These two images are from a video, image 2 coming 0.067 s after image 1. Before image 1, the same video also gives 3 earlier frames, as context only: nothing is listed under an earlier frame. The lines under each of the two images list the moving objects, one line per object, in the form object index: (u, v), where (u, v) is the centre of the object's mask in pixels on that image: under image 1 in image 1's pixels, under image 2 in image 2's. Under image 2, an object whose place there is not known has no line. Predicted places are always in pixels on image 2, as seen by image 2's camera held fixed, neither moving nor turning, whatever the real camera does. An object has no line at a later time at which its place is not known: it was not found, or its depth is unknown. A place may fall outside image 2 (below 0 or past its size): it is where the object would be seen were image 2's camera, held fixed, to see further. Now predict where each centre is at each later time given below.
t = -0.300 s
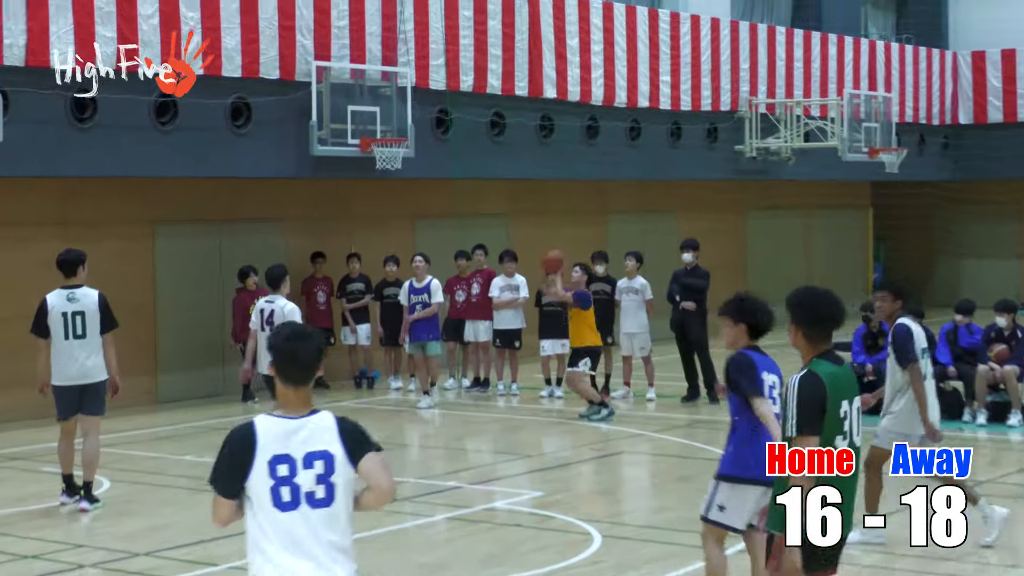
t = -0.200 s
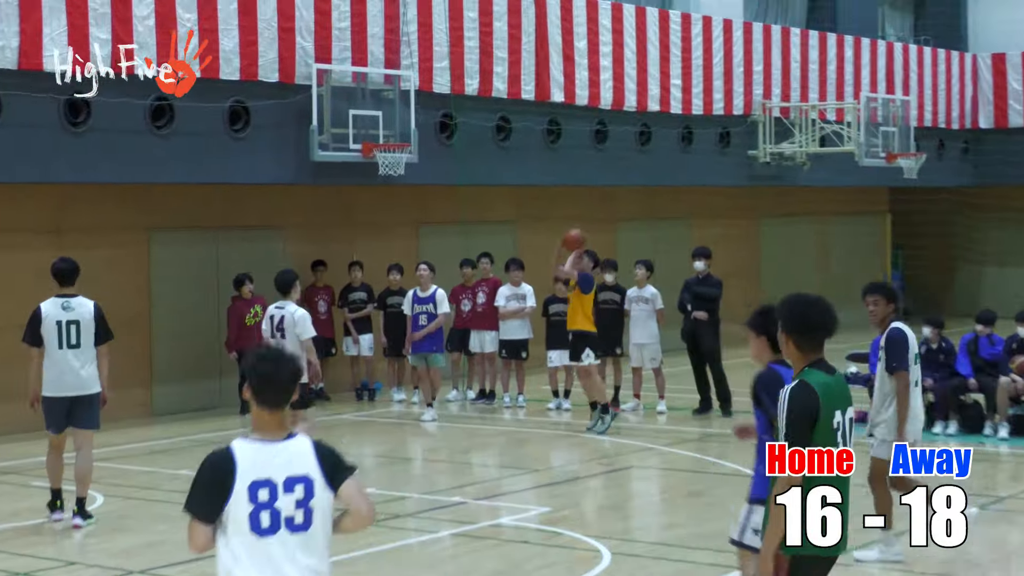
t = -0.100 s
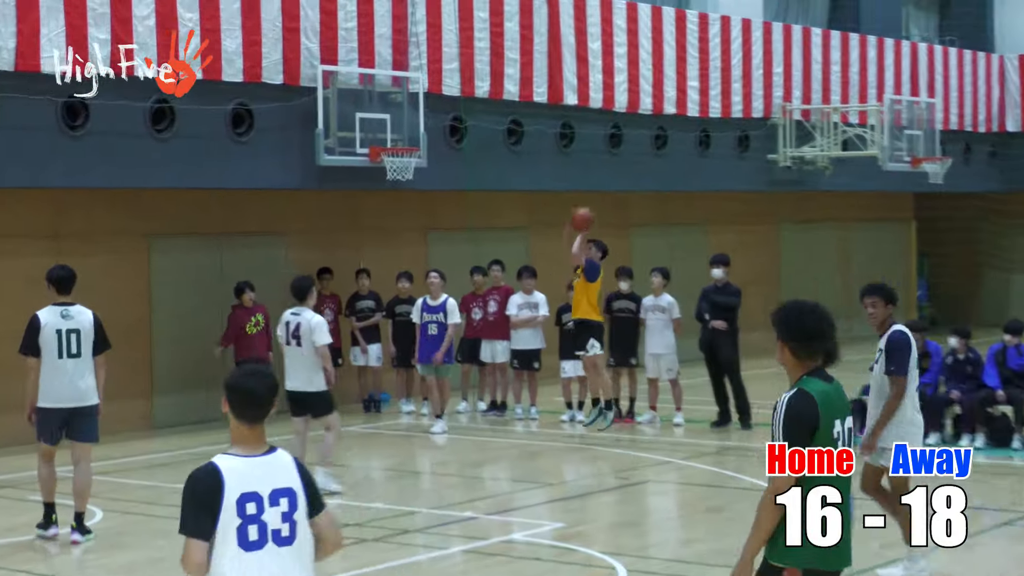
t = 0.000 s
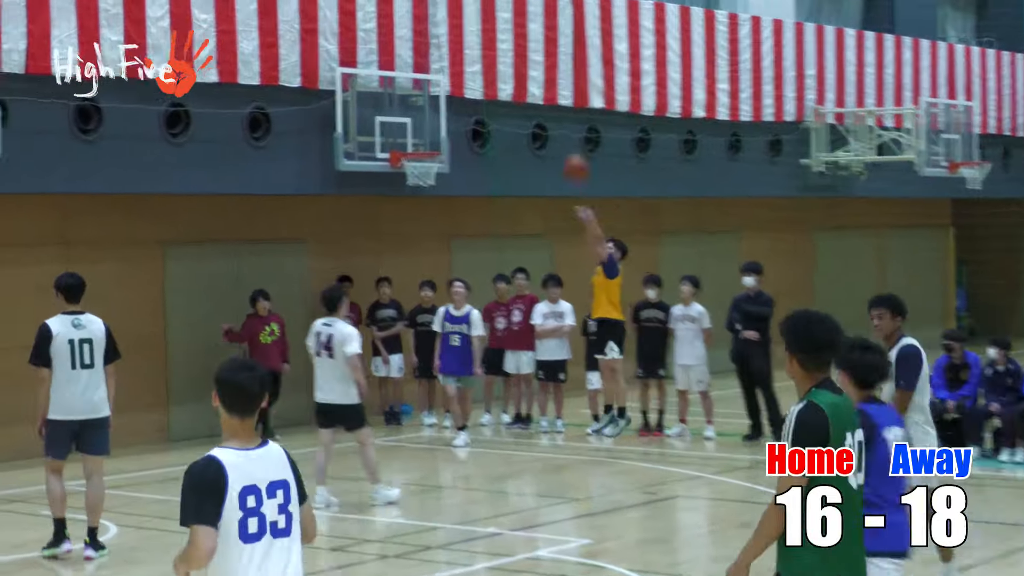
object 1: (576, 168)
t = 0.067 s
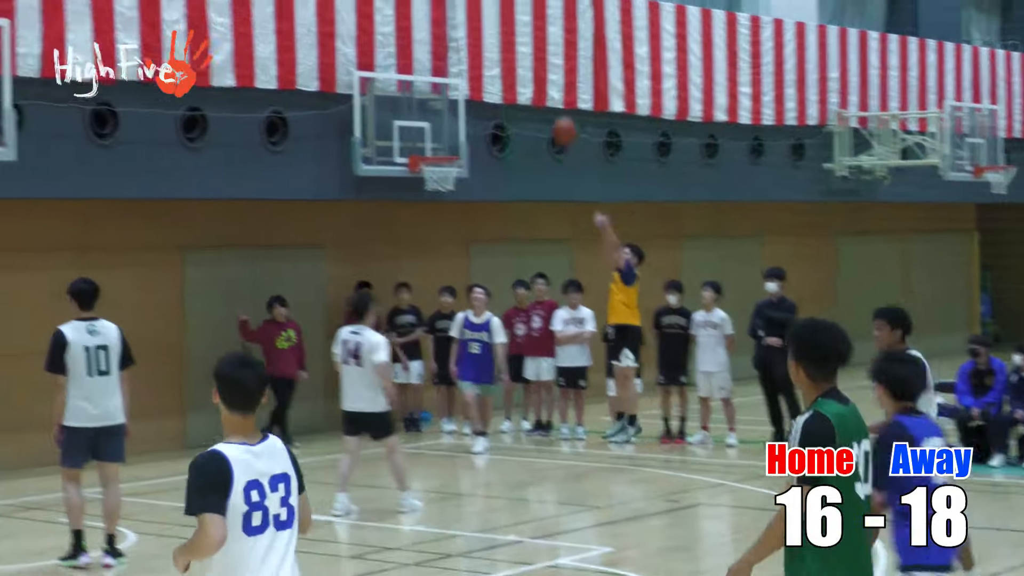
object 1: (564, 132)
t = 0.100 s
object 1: (549, 112)
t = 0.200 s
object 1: (499, 58)
